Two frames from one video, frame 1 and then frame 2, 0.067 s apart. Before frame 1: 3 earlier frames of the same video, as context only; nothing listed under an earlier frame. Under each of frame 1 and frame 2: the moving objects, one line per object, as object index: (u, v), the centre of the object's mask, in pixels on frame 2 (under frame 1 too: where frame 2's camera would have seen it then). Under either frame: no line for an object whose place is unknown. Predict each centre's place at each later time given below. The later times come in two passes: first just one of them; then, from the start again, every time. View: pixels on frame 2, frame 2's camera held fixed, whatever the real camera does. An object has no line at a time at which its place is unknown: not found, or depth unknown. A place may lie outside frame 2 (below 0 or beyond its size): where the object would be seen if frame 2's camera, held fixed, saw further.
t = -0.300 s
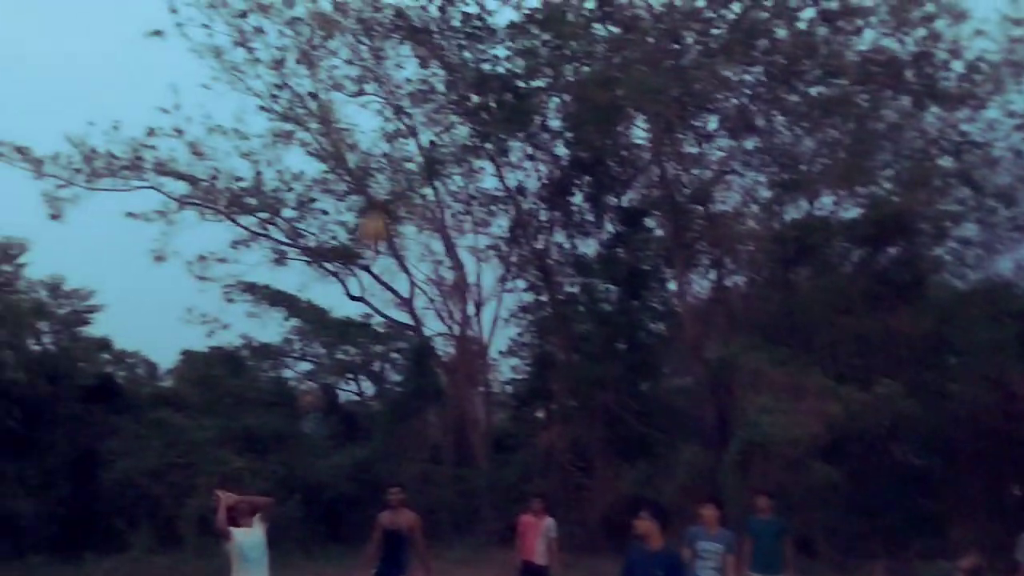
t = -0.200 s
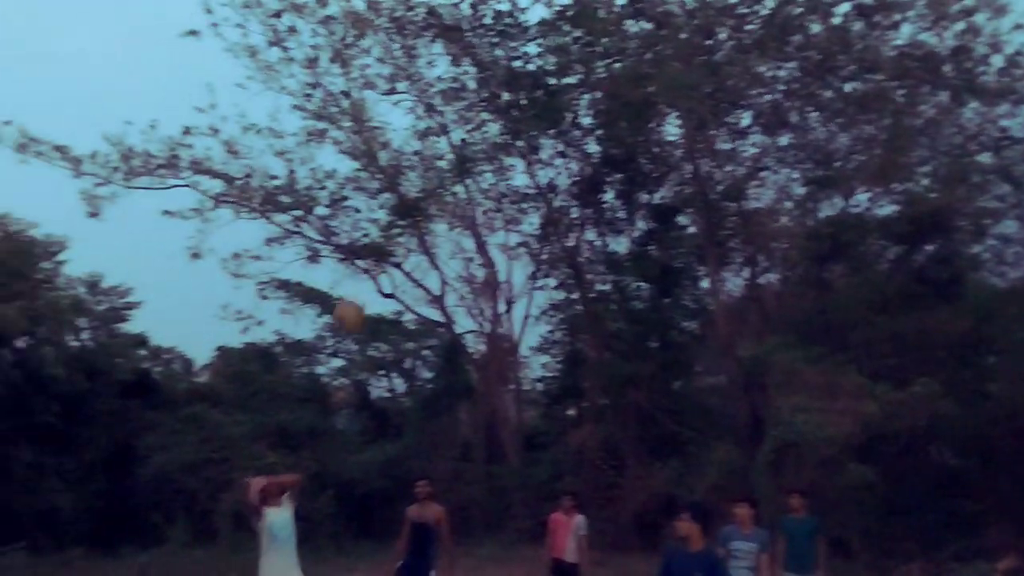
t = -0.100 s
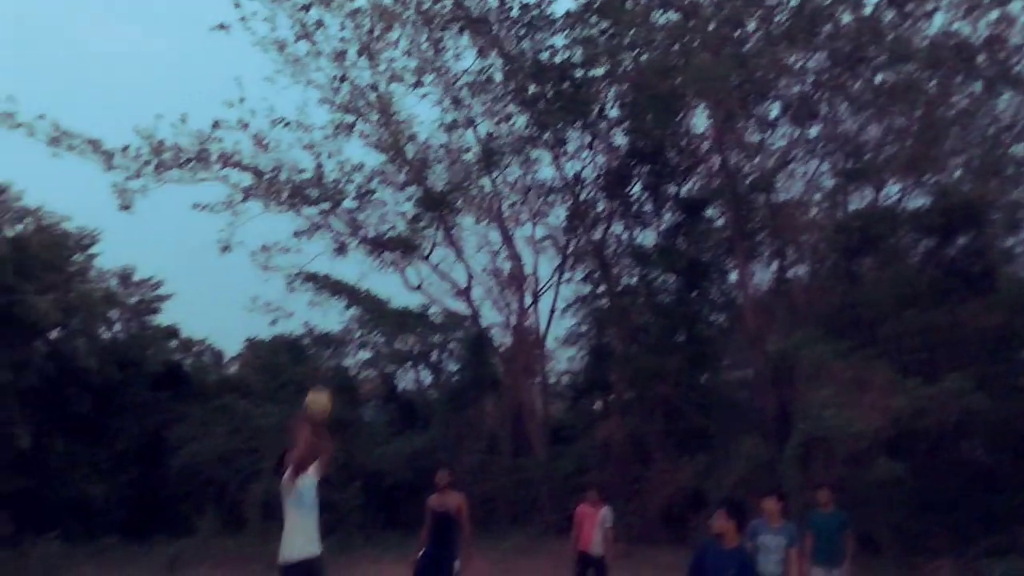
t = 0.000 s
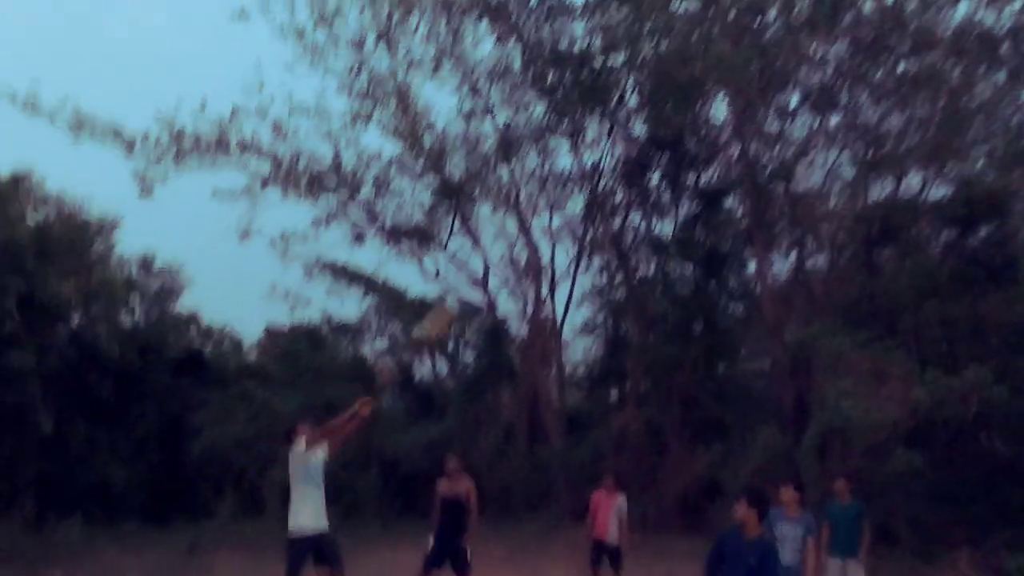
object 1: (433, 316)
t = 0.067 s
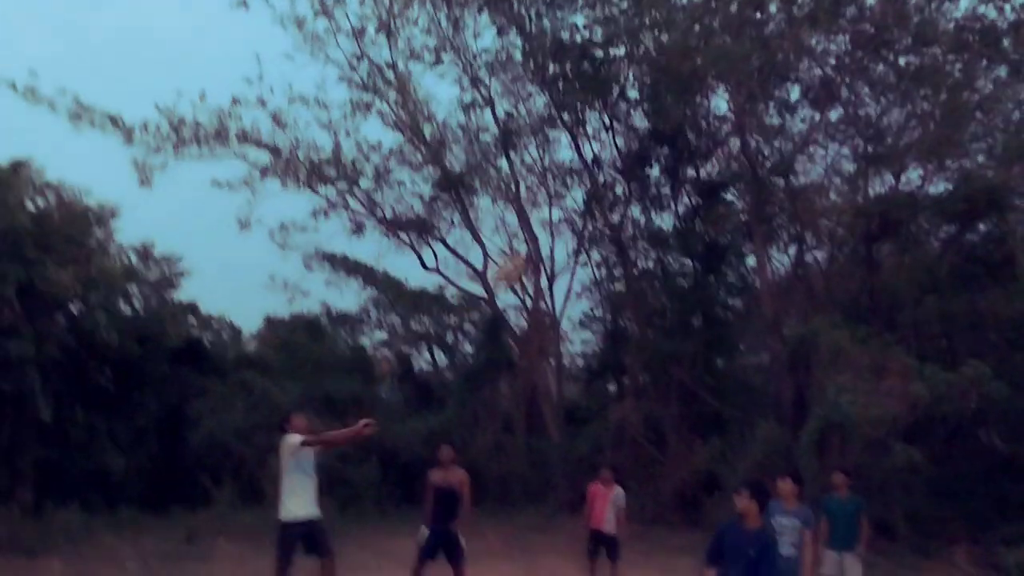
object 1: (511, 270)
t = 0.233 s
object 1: (692, 183)
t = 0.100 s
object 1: (540, 254)
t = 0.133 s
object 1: (581, 231)
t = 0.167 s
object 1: (618, 213)
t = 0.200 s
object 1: (656, 197)
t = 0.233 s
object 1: (692, 183)
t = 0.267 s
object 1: (730, 170)
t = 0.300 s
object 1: (768, 157)
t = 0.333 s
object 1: (802, 148)
